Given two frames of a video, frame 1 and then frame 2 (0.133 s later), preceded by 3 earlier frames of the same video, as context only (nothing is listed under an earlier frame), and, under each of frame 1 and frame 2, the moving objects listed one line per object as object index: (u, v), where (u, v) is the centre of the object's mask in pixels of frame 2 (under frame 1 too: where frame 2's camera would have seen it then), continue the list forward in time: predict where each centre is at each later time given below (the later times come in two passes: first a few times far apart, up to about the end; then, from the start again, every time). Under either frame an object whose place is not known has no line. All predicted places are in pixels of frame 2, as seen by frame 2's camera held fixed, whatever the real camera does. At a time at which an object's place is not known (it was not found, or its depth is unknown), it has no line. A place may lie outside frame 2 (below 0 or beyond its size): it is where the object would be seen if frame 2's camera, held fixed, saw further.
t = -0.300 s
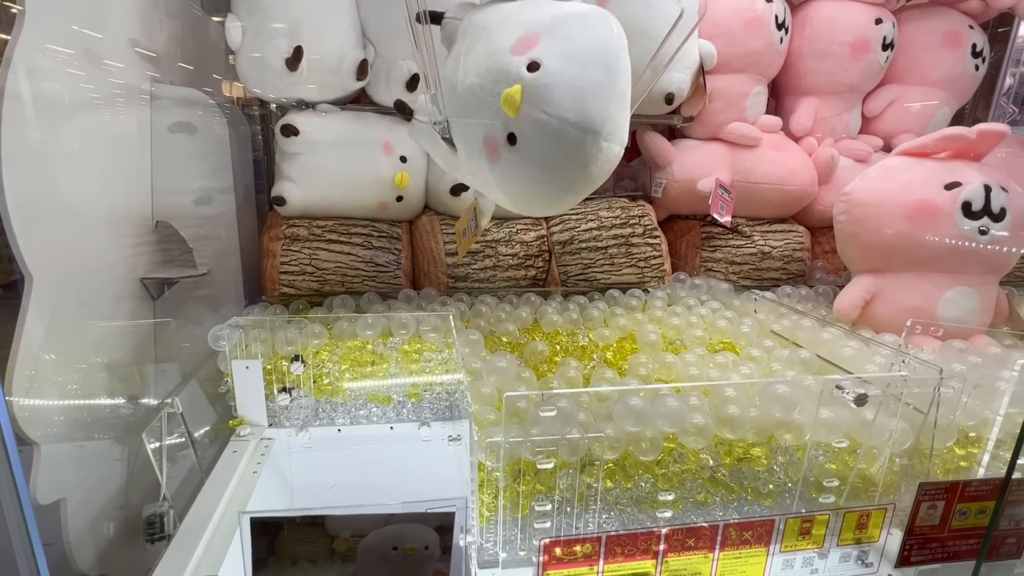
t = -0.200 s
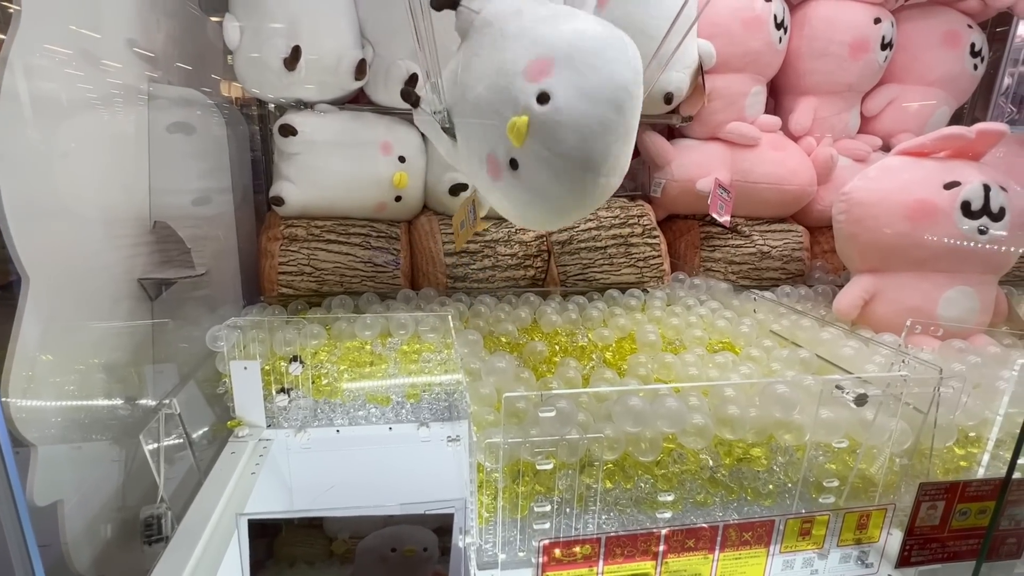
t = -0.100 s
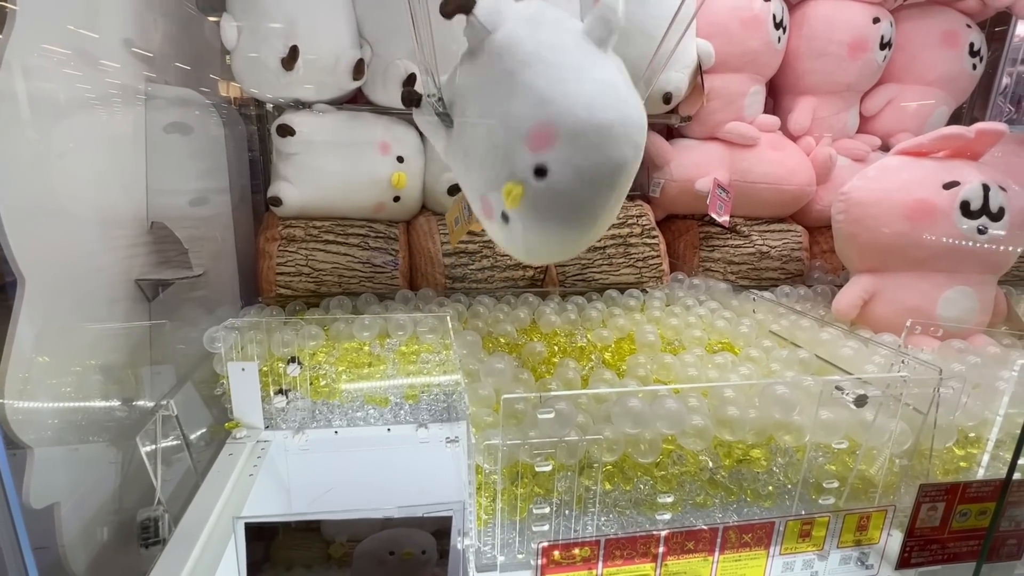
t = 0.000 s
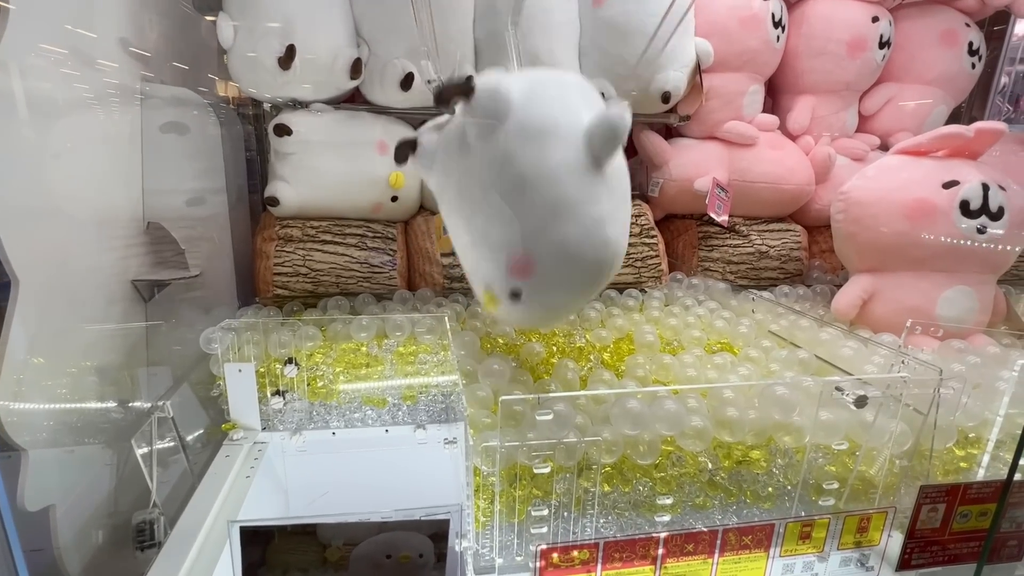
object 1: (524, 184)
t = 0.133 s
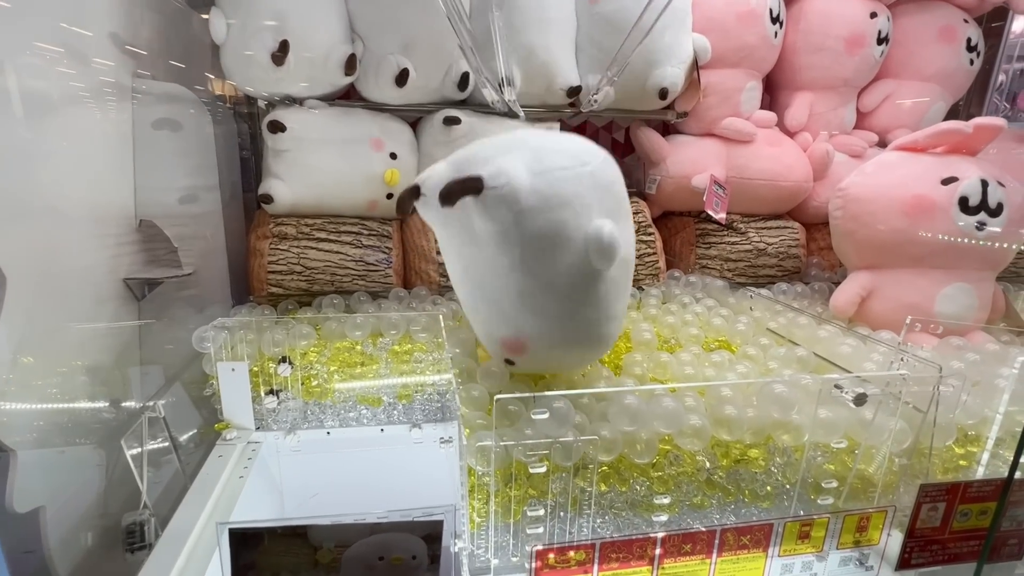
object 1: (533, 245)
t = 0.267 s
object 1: (557, 260)
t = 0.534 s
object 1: (555, 257)
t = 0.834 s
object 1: (539, 255)
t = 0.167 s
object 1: (539, 237)
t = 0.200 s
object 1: (546, 239)
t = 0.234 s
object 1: (553, 248)
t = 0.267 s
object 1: (557, 260)
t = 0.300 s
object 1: (559, 259)
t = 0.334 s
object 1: (561, 255)
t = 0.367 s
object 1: (562, 256)
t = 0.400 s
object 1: (562, 258)
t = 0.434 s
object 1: (561, 258)
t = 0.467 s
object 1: (559, 258)
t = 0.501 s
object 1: (557, 258)
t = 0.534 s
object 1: (555, 257)
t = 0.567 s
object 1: (552, 257)
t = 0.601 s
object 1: (550, 256)
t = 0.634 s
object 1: (548, 256)
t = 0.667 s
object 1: (546, 256)
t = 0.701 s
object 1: (543, 256)
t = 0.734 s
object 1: (542, 255)
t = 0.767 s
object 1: (541, 255)
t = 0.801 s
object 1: (540, 255)
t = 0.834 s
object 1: (539, 255)
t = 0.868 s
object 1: (539, 255)
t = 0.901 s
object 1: (539, 255)
